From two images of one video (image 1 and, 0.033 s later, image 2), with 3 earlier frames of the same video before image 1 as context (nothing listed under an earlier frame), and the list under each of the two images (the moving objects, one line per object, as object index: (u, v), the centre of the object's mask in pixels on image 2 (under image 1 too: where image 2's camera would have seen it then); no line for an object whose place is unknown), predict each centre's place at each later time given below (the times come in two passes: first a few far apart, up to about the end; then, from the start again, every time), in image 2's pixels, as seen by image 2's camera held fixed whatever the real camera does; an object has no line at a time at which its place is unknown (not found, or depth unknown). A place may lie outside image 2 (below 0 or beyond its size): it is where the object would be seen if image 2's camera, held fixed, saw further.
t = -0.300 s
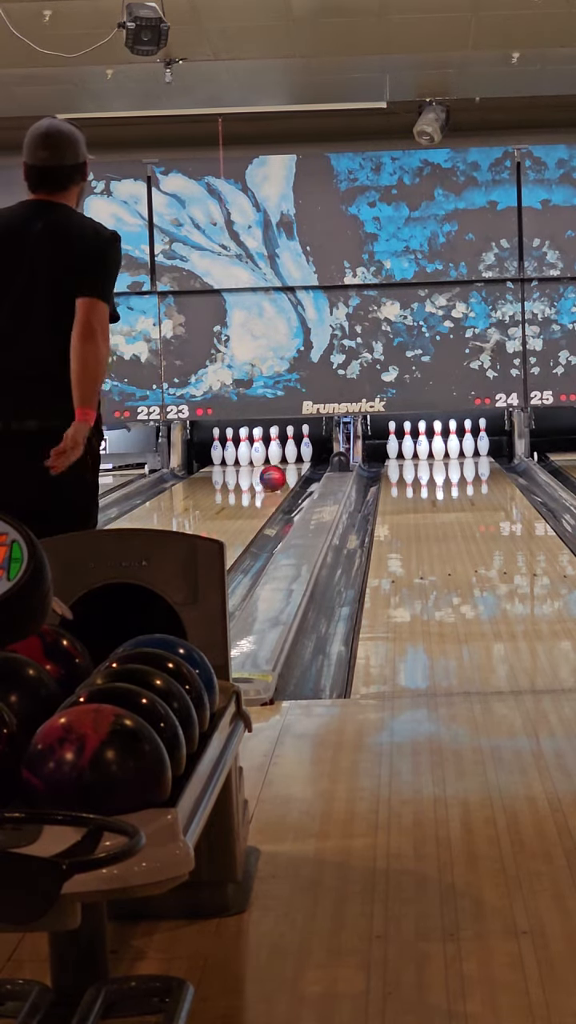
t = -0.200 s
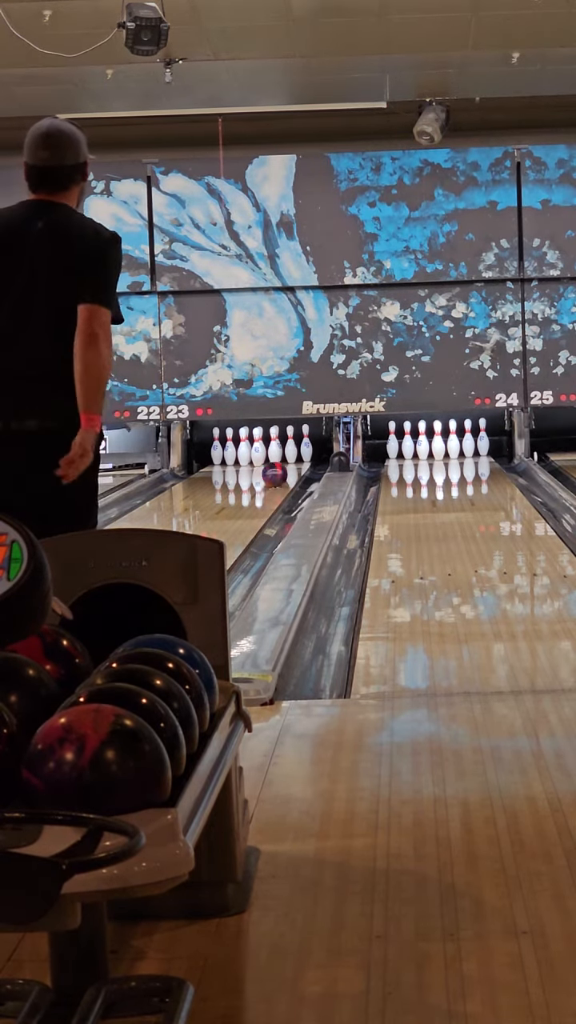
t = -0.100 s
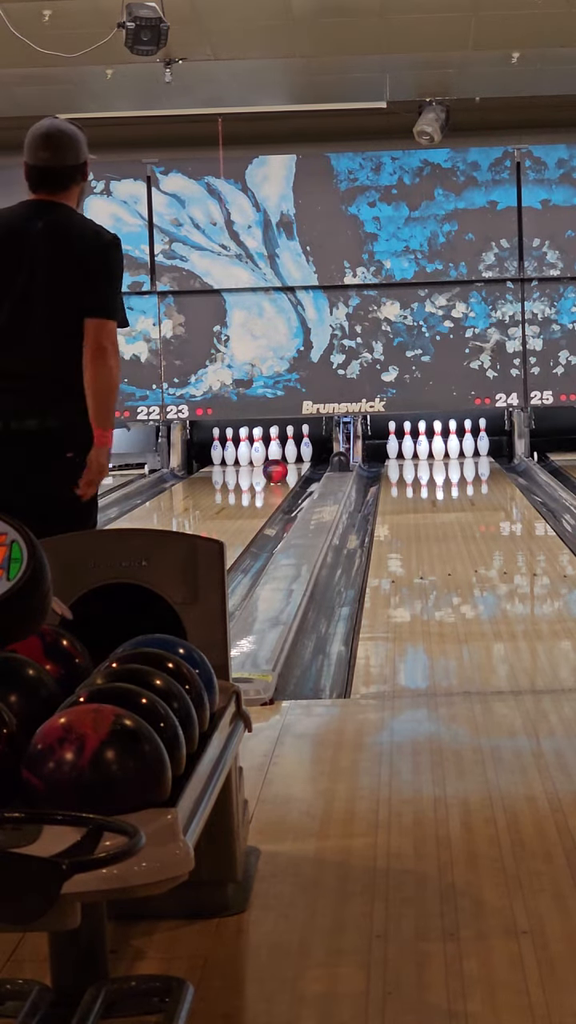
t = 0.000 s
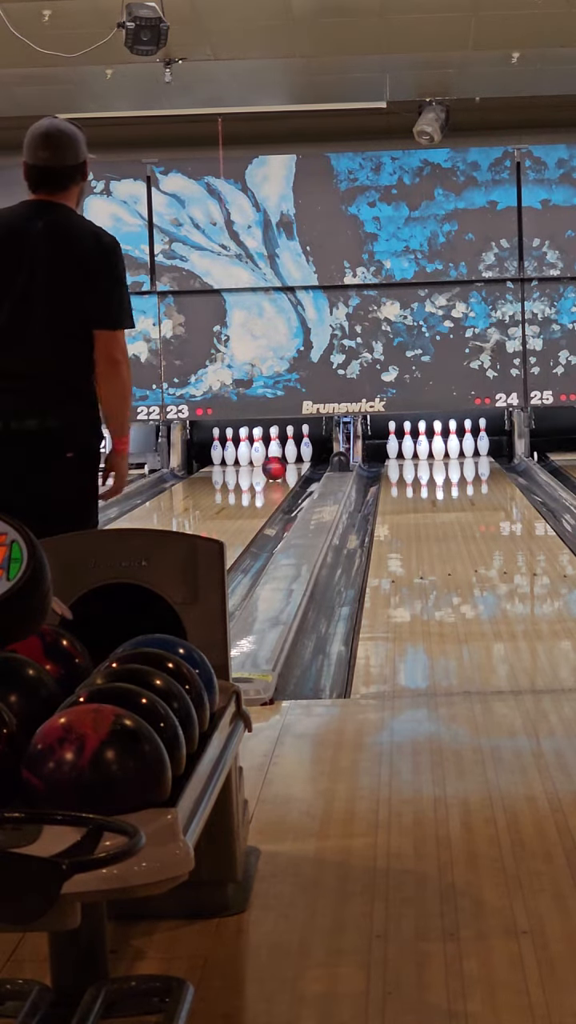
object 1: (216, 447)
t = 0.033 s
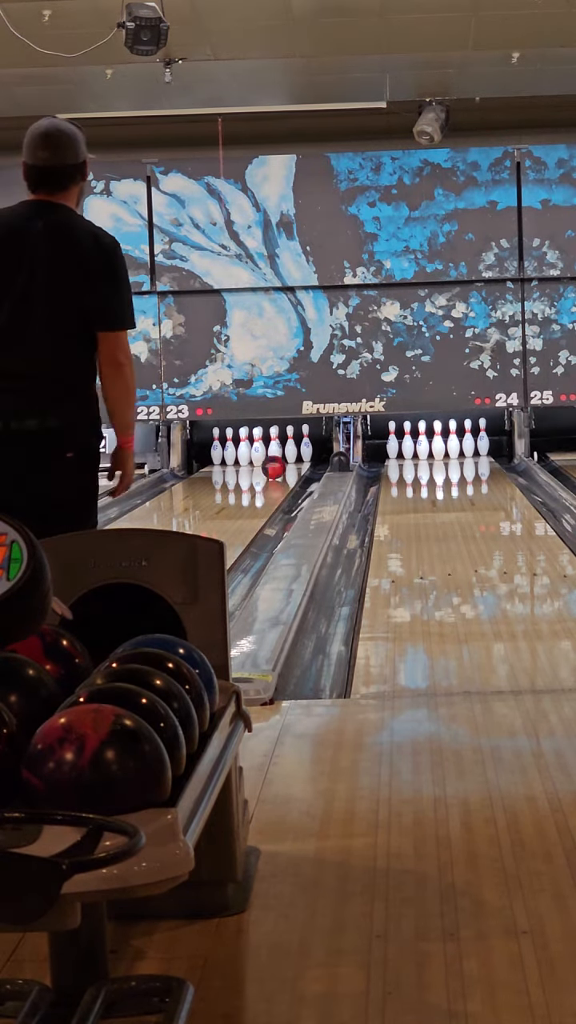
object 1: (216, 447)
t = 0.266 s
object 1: (216, 447)
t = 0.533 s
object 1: (216, 447)
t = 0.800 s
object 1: (205, 443)
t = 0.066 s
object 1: (216, 447)
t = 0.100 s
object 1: (216, 447)
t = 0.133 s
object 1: (216, 447)
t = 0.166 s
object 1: (216, 447)
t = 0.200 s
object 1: (216, 447)
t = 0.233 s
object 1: (216, 447)
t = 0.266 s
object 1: (216, 447)
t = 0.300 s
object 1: (216, 447)
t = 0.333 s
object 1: (216, 447)
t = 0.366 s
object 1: (216, 447)
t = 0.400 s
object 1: (216, 447)
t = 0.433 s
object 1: (216, 447)
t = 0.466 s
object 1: (216, 447)
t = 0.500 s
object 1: (216, 447)
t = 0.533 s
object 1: (216, 447)
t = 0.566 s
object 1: (216, 447)
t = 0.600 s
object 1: (216, 447)
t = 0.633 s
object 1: (216, 447)
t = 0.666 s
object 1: (215, 444)
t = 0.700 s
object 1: (215, 438)
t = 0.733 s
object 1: (212, 438)
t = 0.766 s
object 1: (210, 441)
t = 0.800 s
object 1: (205, 443)
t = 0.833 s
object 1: (198, 453)
